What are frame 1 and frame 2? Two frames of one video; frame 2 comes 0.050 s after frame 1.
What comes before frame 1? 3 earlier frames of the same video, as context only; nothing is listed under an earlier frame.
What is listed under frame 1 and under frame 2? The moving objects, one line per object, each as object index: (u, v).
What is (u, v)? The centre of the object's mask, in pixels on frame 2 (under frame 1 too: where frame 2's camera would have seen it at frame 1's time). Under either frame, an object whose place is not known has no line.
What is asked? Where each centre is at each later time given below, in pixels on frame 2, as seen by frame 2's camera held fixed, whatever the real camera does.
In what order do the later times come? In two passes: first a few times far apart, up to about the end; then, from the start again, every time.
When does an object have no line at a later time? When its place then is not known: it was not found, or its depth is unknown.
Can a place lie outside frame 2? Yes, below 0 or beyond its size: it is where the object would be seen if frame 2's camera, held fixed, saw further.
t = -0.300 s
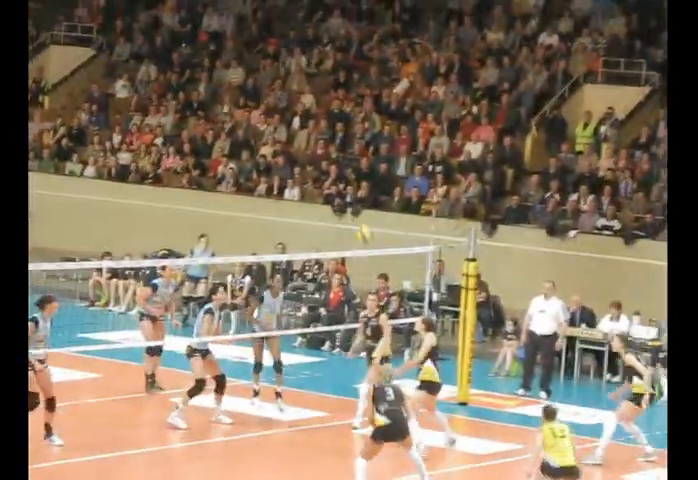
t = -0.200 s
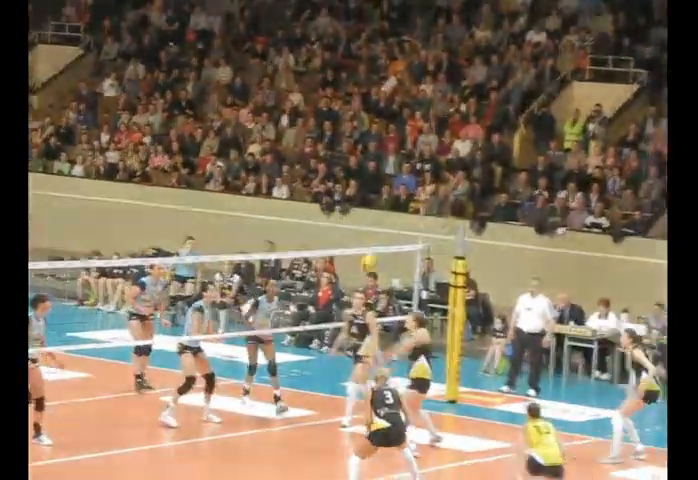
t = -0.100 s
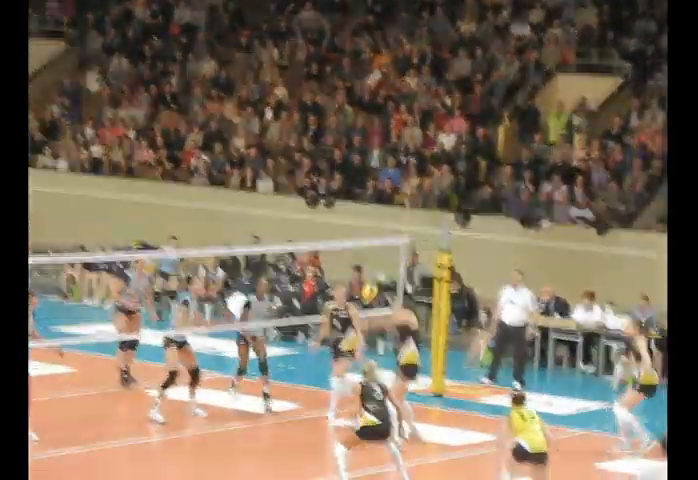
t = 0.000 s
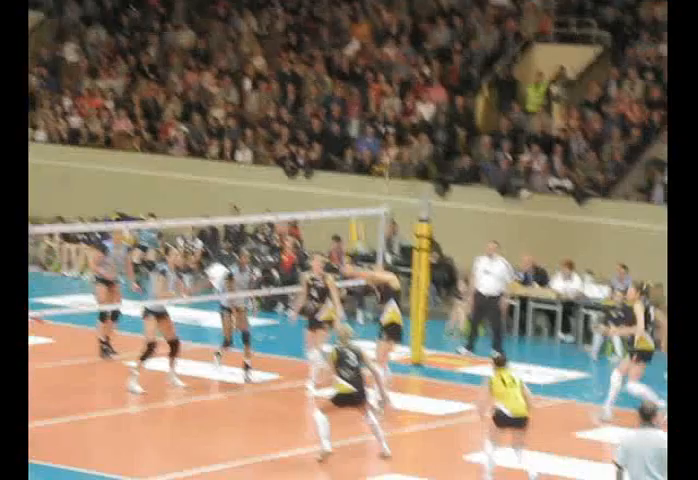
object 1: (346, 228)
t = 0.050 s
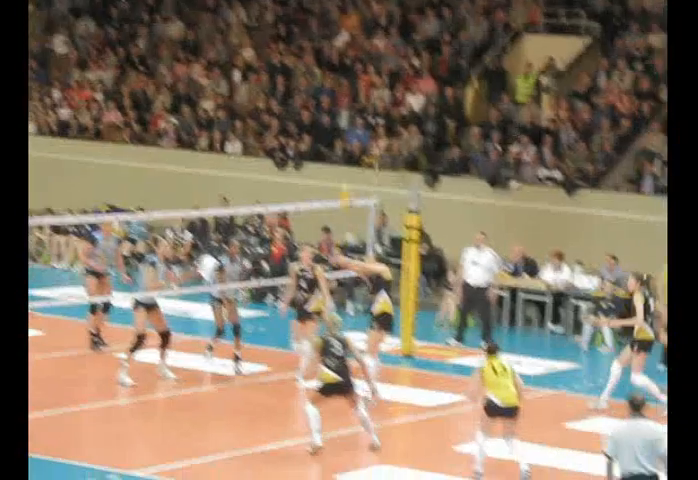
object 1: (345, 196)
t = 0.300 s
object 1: (350, 99)
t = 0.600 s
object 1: (350, 51)
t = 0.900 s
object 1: (346, 74)
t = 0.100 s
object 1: (346, 171)
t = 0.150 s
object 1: (348, 150)
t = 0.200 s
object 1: (349, 130)
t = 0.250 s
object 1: (349, 114)
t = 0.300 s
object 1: (350, 99)
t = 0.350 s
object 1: (350, 86)
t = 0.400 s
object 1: (350, 75)
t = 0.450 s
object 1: (351, 66)
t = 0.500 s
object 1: (350, 59)
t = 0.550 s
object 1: (350, 54)
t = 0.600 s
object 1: (350, 51)
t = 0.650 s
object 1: (349, 50)
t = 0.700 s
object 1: (349, 51)
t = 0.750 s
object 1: (348, 54)
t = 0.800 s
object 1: (347, 59)
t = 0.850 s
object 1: (347, 66)
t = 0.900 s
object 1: (346, 74)
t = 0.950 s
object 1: (344, 85)
